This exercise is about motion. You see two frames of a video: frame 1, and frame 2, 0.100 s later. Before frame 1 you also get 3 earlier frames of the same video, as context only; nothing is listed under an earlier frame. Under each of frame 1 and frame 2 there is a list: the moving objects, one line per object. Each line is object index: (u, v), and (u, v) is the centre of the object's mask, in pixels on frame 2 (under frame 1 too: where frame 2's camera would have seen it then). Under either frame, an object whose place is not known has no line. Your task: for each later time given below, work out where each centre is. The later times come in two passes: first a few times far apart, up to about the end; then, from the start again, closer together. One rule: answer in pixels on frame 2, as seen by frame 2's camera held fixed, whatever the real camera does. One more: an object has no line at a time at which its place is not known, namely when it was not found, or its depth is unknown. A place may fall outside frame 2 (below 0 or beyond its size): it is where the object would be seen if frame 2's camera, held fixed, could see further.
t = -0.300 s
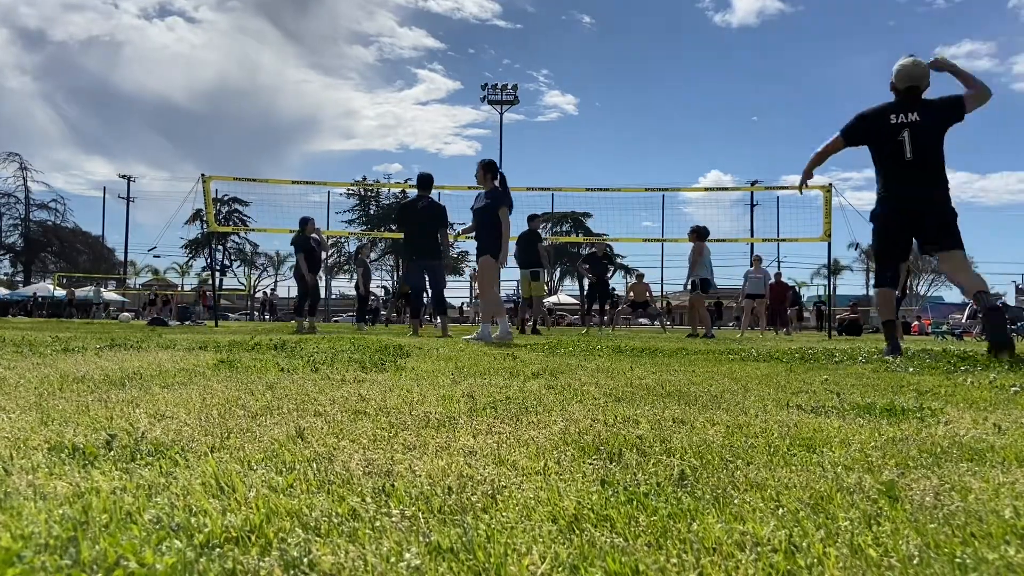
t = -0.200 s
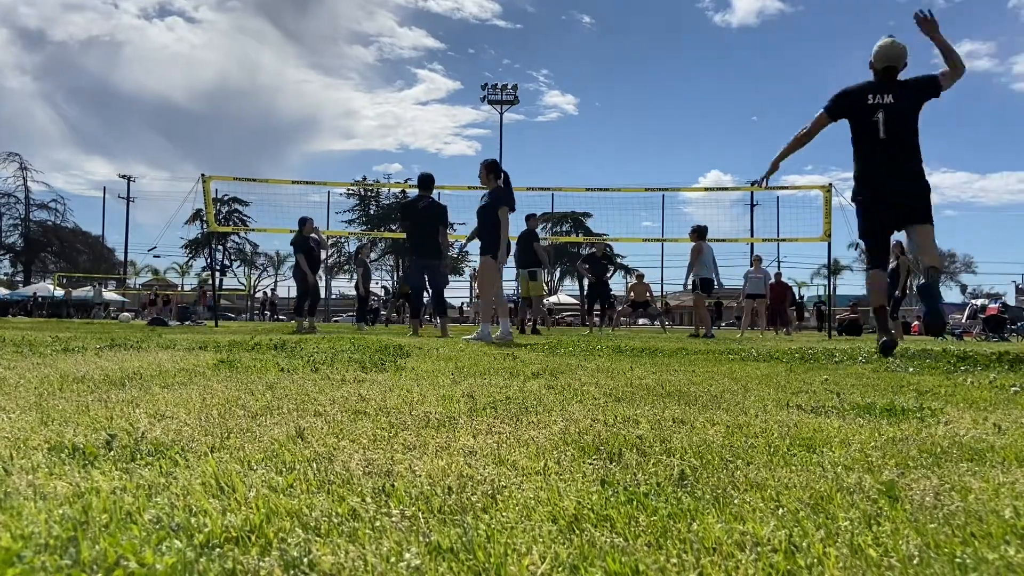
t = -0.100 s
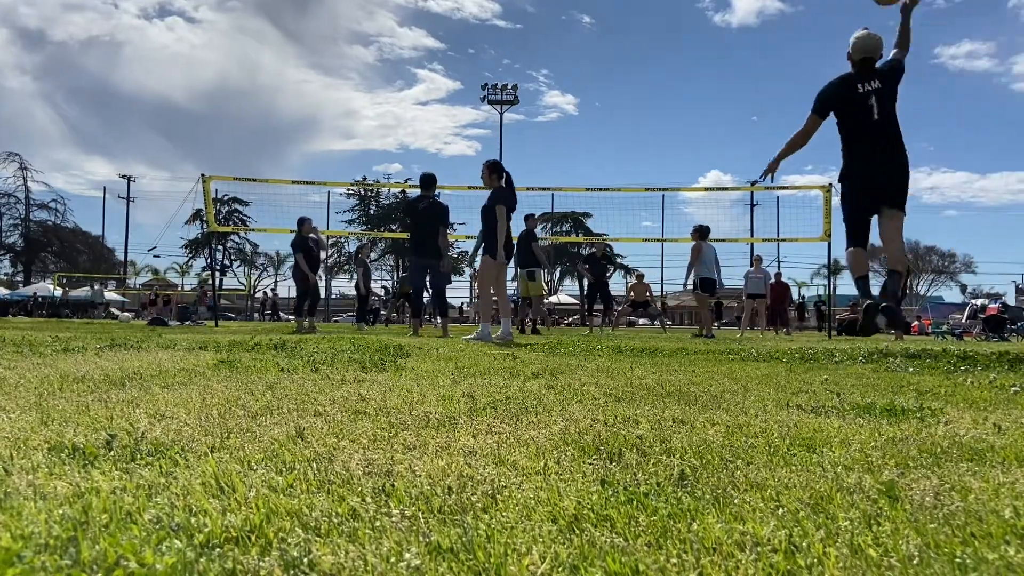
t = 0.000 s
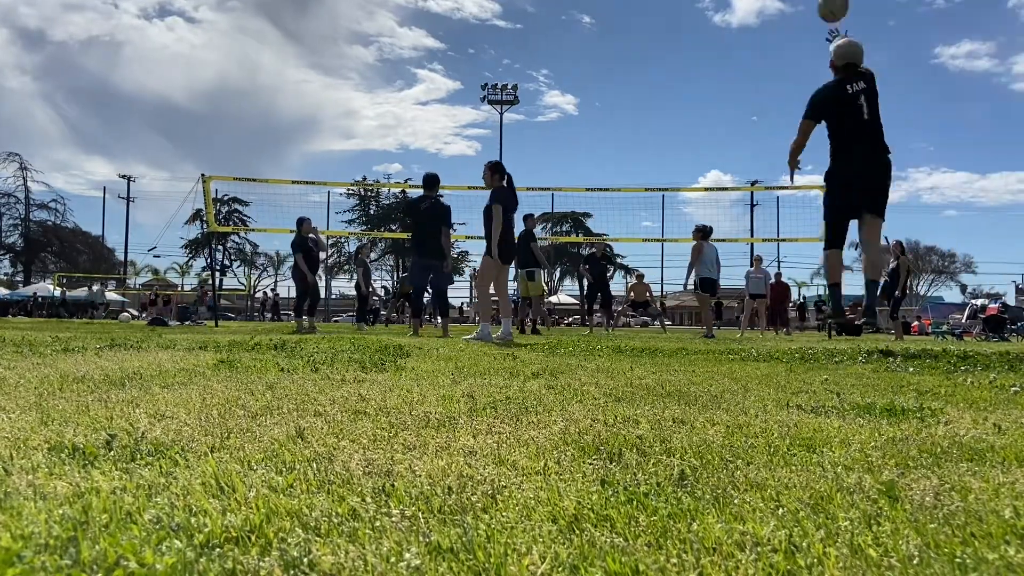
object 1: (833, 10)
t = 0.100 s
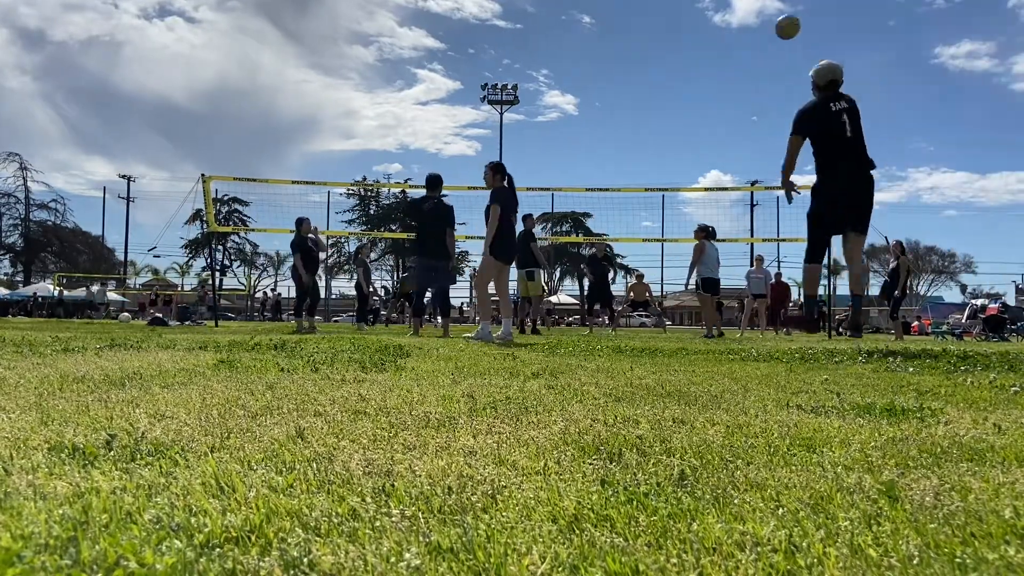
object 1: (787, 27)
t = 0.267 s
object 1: (737, 68)
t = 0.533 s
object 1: (688, 146)
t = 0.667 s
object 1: (675, 187)
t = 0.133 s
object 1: (775, 34)
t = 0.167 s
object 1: (765, 42)
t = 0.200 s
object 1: (755, 50)
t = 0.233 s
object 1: (746, 59)
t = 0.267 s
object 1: (737, 68)
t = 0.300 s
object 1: (729, 77)
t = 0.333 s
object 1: (722, 86)
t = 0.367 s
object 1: (715, 96)
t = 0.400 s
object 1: (708, 106)
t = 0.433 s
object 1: (703, 115)
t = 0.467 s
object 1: (698, 125)
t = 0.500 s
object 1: (692, 135)
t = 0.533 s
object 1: (688, 146)
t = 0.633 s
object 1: (678, 177)
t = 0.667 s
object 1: (675, 187)
